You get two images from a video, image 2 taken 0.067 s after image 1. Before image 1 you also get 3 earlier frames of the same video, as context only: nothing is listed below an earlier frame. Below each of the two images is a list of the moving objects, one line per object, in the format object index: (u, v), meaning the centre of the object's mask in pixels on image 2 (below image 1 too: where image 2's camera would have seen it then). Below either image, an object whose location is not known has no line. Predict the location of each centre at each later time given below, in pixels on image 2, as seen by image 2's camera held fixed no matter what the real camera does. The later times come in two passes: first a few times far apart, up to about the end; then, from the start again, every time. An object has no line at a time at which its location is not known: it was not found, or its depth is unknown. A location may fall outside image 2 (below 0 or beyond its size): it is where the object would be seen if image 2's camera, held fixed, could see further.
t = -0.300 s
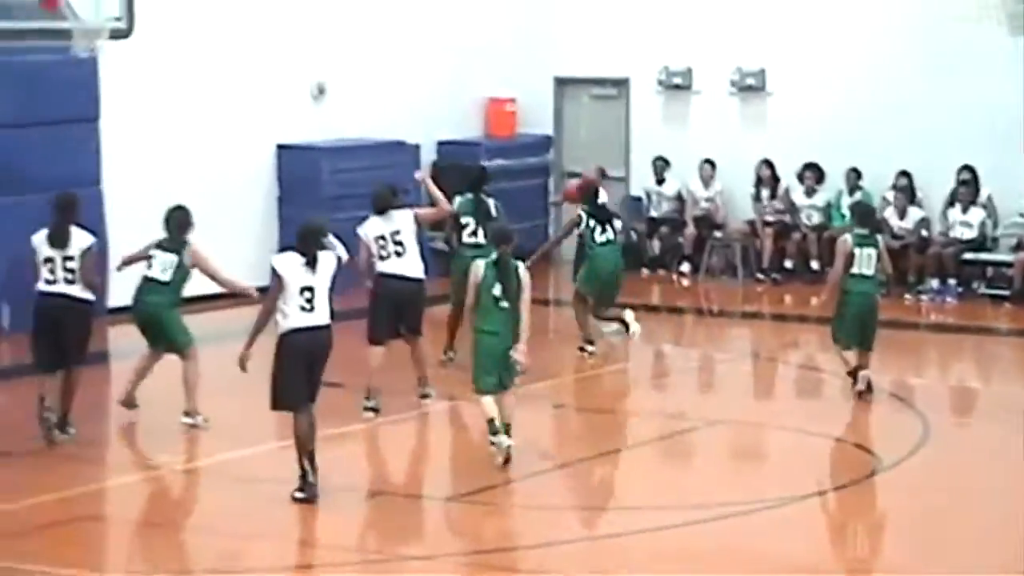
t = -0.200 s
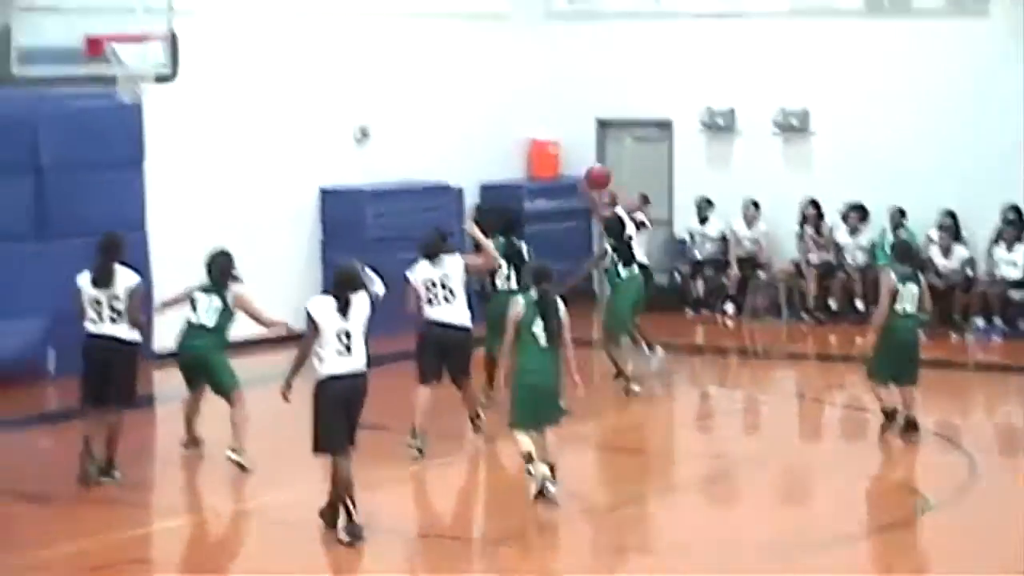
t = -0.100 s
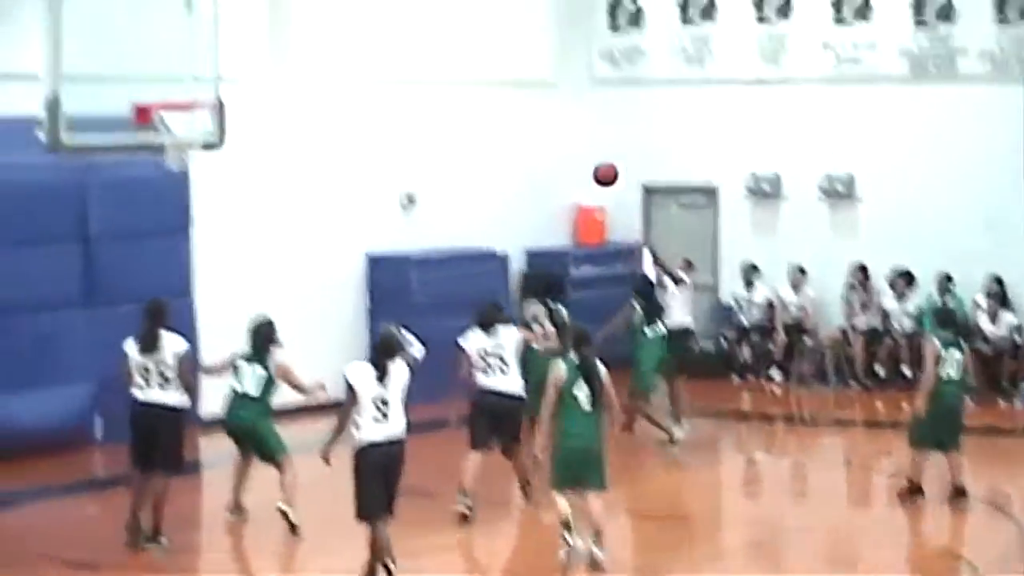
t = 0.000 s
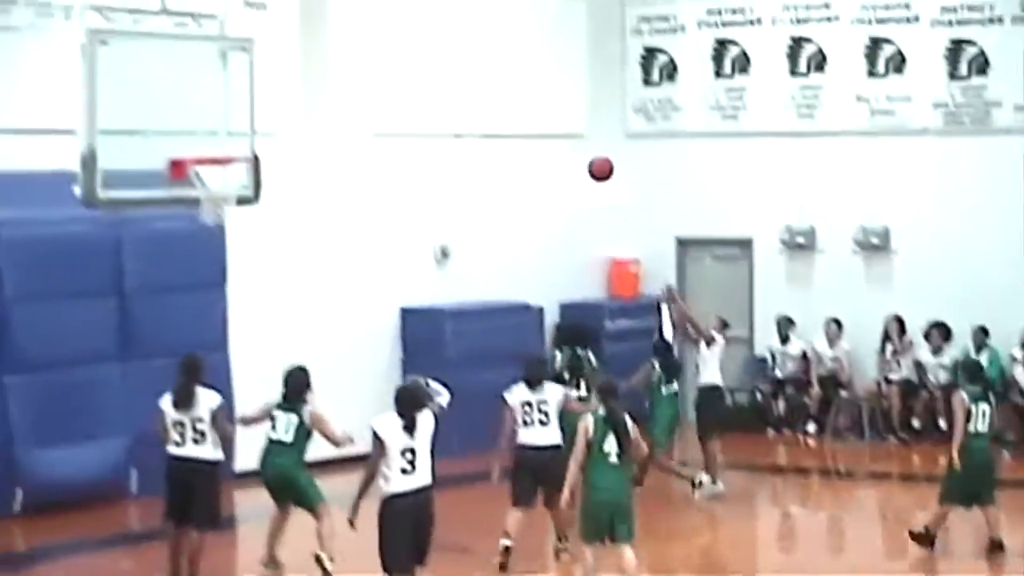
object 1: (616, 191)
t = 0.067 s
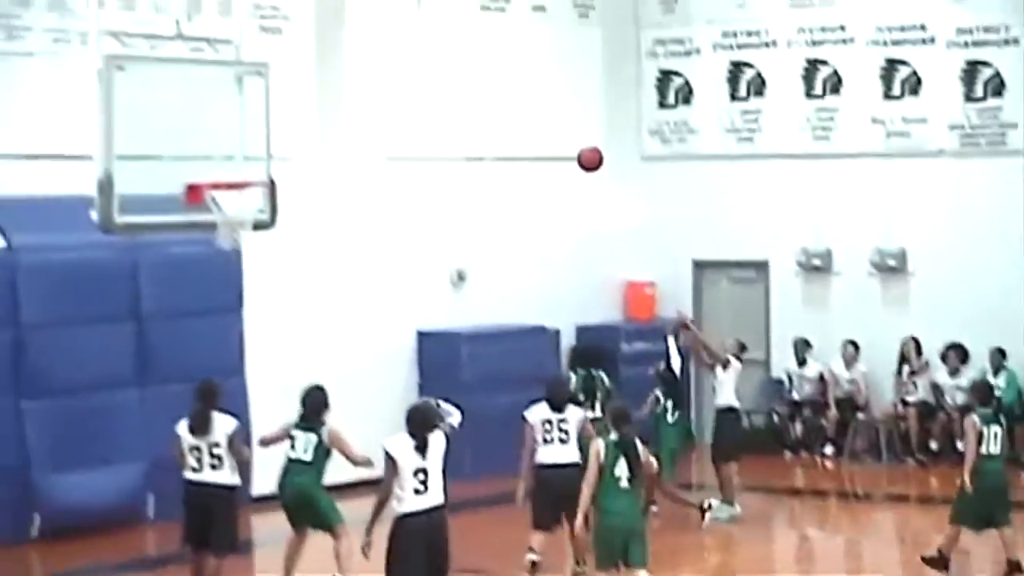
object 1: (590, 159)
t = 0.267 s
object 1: (509, 88)
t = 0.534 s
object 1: (396, 63)
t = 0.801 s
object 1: (279, 133)
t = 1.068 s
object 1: (232, 262)
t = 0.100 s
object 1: (577, 144)
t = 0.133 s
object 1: (563, 130)
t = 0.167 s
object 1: (550, 118)
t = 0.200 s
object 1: (536, 106)
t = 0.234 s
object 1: (523, 96)
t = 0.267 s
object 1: (509, 88)
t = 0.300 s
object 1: (495, 80)
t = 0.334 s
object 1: (481, 74)
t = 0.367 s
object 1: (467, 69)
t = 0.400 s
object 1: (453, 65)
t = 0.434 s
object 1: (439, 62)
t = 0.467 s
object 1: (425, 61)
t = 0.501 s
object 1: (410, 61)
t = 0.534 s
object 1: (396, 63)
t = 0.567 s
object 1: (382, 67)
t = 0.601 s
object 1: (367, 71)
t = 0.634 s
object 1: (353, 78)
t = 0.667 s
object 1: (338, 86)
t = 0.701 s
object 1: (324, 95)
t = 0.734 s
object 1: (310, 107)
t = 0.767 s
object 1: (294, 119)
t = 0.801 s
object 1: (279, 133)
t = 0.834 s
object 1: (263, 148)
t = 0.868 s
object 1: (247, 164)
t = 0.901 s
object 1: (232, 182)
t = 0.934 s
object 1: (219, 202)
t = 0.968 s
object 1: (219, 216)
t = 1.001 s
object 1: (225, 232)
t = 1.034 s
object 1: (227, 246)
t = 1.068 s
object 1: (232, 262)
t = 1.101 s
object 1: (235, 279)
